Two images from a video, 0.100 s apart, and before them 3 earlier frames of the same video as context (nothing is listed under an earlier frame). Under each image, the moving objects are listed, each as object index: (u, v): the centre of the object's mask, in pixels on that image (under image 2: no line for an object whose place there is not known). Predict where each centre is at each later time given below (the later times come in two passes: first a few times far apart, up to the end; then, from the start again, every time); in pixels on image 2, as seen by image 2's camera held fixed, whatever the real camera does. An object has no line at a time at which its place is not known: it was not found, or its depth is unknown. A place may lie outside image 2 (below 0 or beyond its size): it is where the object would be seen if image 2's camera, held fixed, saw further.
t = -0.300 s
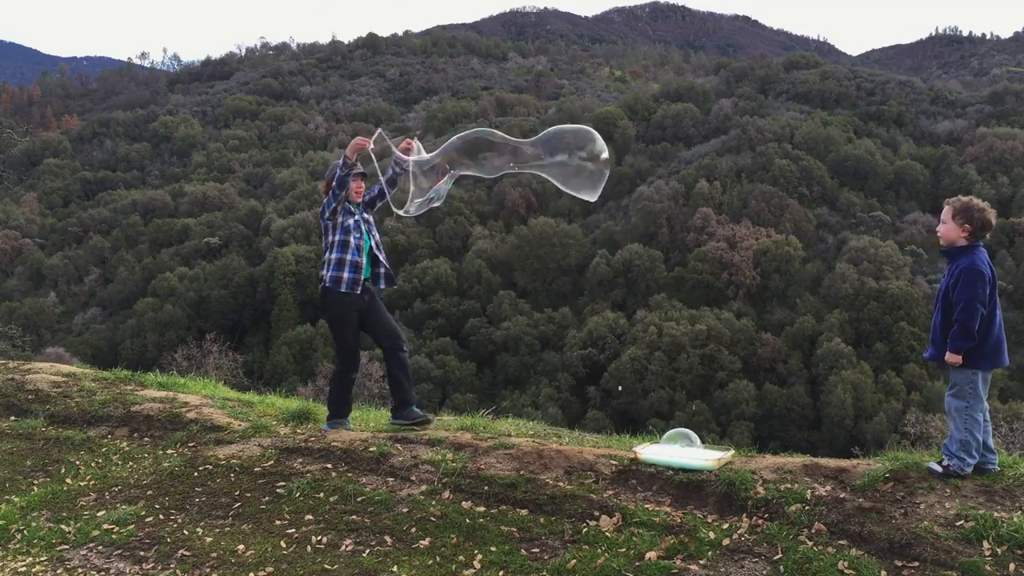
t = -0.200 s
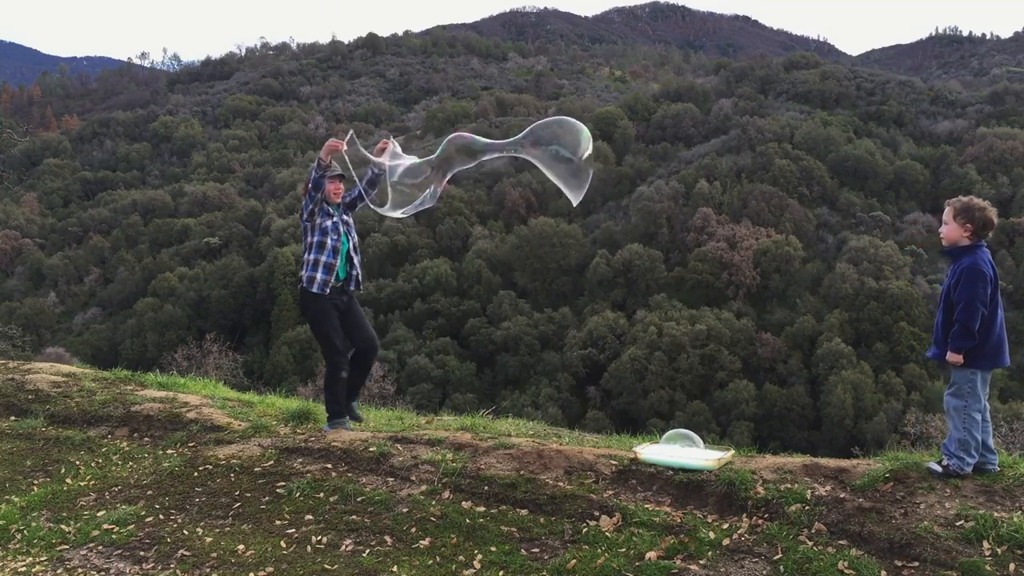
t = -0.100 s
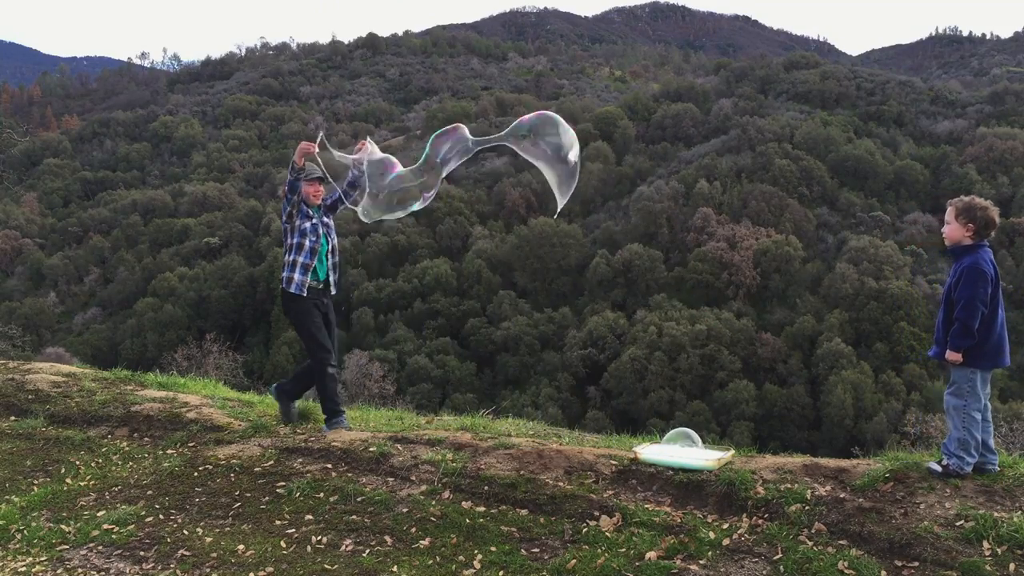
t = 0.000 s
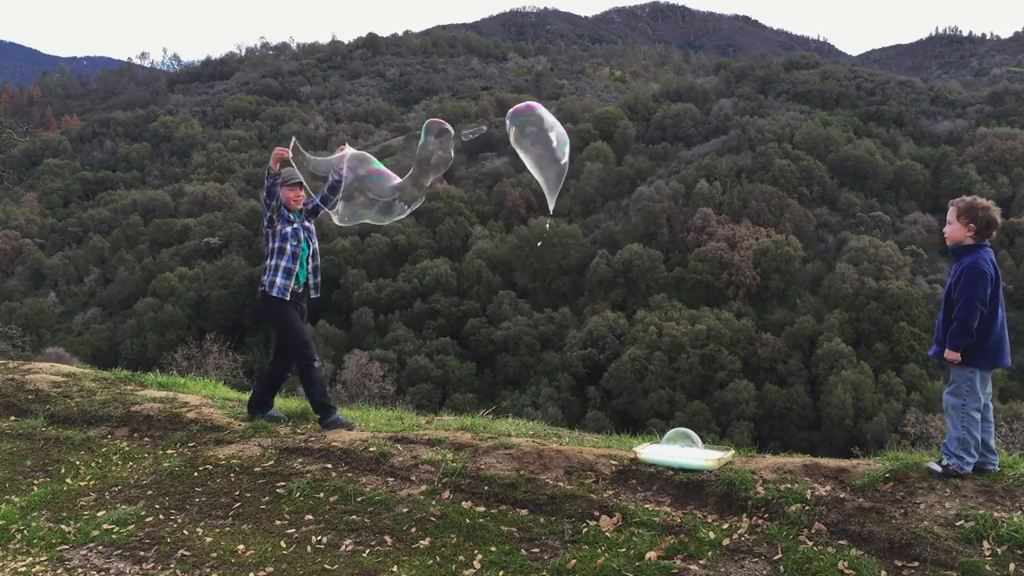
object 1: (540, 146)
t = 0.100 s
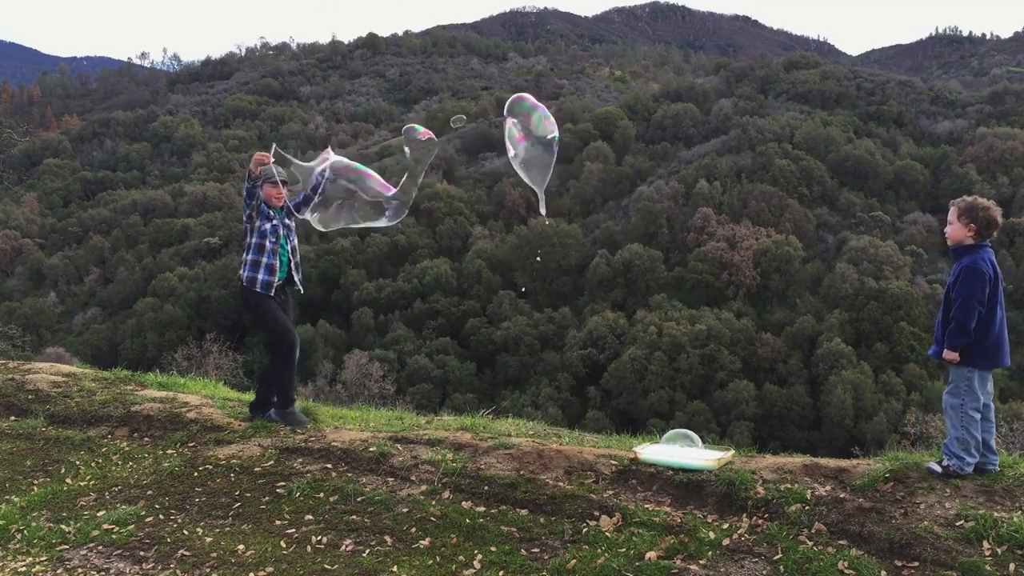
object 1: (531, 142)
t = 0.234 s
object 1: (519, 130)
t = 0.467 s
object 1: (500, 119)
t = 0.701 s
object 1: (479, 109)
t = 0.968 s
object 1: (461, 95)
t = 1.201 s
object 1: (444, 88)
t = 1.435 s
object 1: (429, 78)
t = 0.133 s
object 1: (528, 137)
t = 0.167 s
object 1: (525, 134)
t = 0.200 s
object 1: (522, 132)
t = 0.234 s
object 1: (519, 130)
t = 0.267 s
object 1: (516, 128)
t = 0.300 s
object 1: (512, 126)
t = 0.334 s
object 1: (510, 124)
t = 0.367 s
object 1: (507, 123)
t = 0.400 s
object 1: (505, 122)
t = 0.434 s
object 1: (503, 120)
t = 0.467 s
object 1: (500, 119)
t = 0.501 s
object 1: (497, 118)
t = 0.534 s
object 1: (495, 116)
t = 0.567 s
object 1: (492, 114)
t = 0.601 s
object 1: (489, 113)
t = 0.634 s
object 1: (486, 112)
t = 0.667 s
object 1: (482, 110)
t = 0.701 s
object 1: (479, 109)
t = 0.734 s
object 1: (476, 107)
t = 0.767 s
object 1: (474, 106)
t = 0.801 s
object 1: (472, 104)
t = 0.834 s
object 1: (469, 102)
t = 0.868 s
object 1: (467, 100)
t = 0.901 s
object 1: (465, 99)
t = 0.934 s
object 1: (463, 97)
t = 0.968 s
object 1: (461, 95)
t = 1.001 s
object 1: (459, 94)
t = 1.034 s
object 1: (457, 93)
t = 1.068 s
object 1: (454, 92)
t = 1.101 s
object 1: (451, 91)
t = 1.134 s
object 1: (449, 90)
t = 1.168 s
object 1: (446, 89)
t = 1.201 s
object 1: (444, 88)
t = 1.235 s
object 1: (442, 87)
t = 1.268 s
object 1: (440, 85)
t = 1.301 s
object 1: (438, 84)
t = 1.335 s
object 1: (436, 83)
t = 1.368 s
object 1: (434, 81)
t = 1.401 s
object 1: (431, 80)
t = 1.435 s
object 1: (429, 78)
